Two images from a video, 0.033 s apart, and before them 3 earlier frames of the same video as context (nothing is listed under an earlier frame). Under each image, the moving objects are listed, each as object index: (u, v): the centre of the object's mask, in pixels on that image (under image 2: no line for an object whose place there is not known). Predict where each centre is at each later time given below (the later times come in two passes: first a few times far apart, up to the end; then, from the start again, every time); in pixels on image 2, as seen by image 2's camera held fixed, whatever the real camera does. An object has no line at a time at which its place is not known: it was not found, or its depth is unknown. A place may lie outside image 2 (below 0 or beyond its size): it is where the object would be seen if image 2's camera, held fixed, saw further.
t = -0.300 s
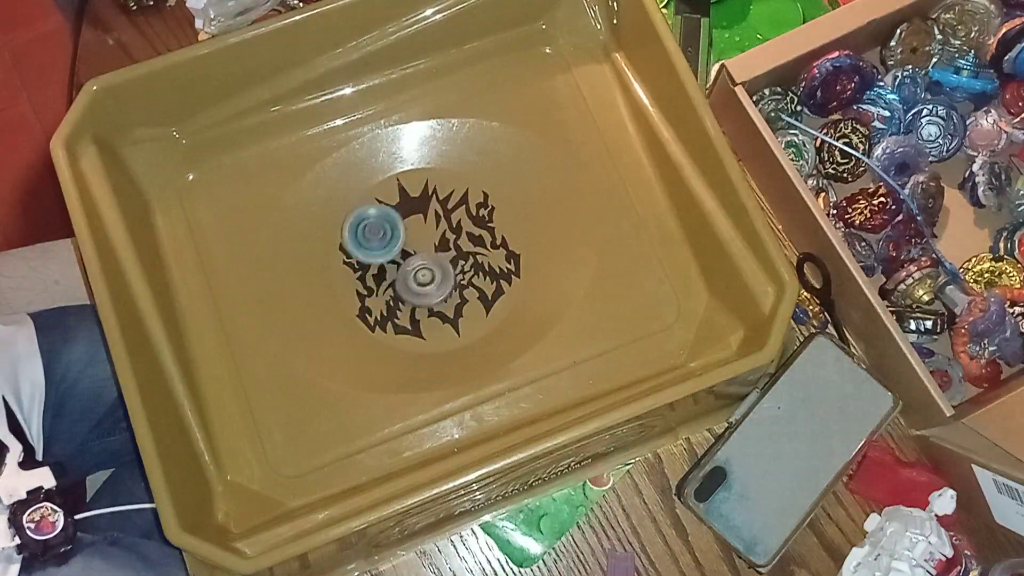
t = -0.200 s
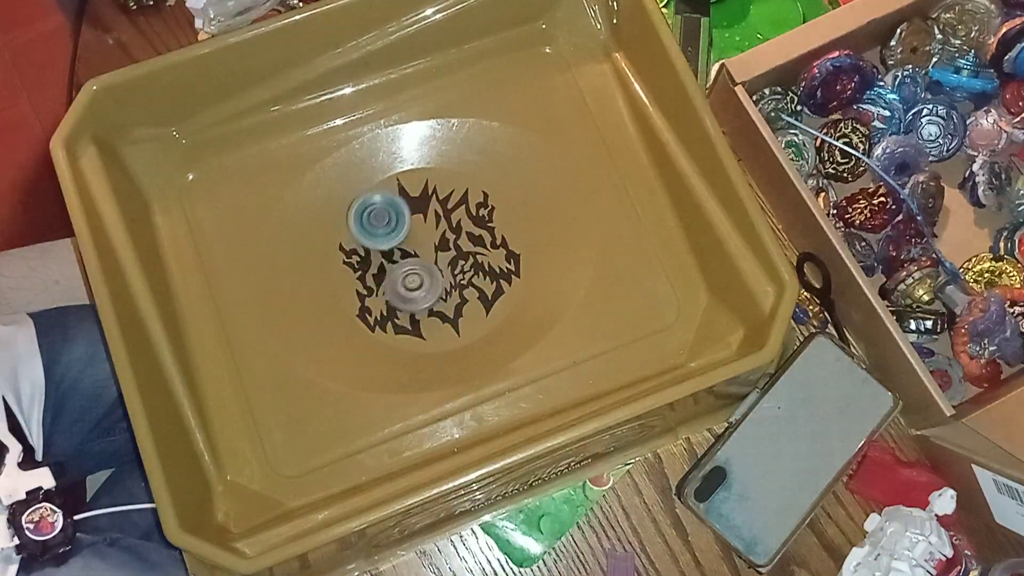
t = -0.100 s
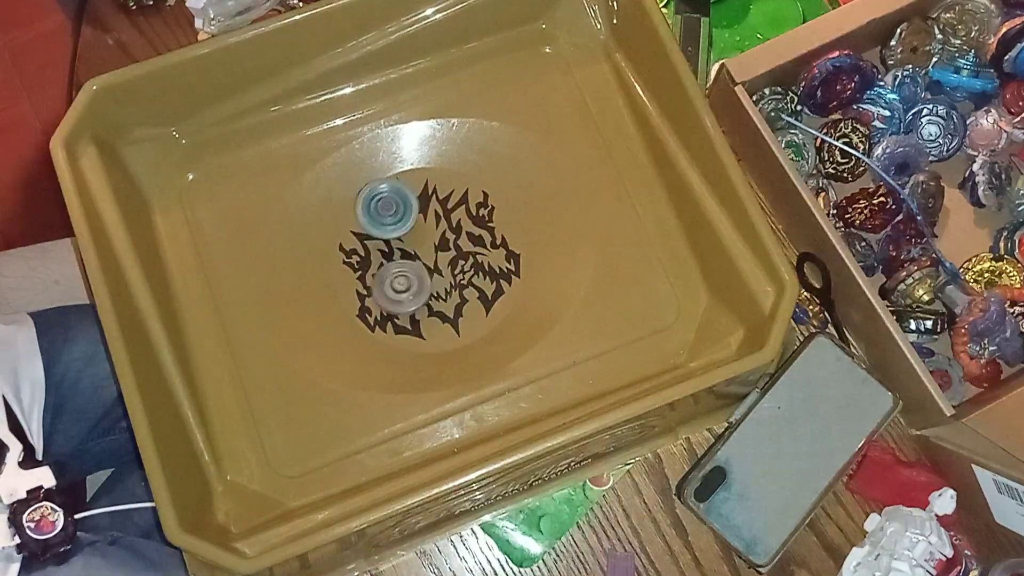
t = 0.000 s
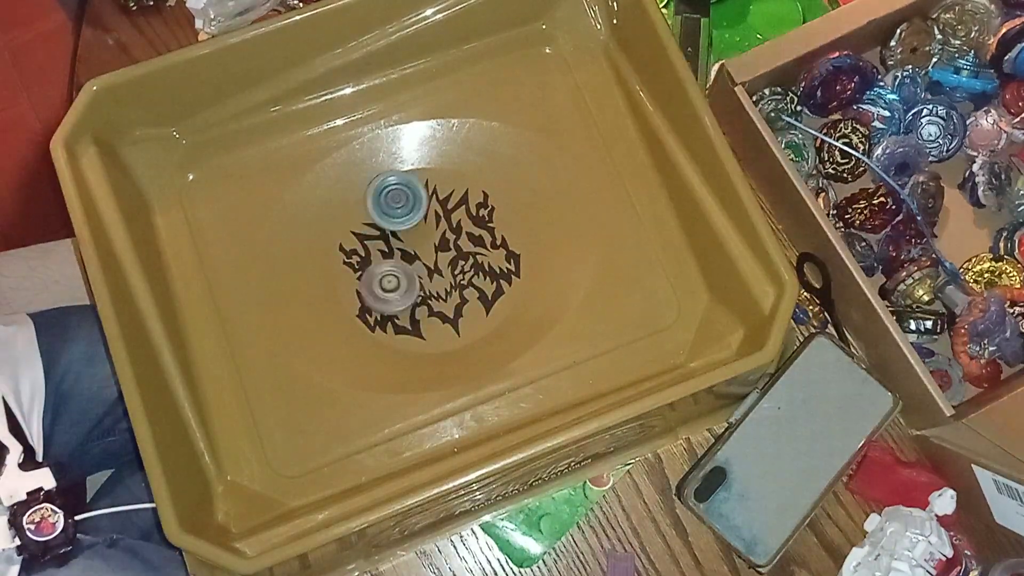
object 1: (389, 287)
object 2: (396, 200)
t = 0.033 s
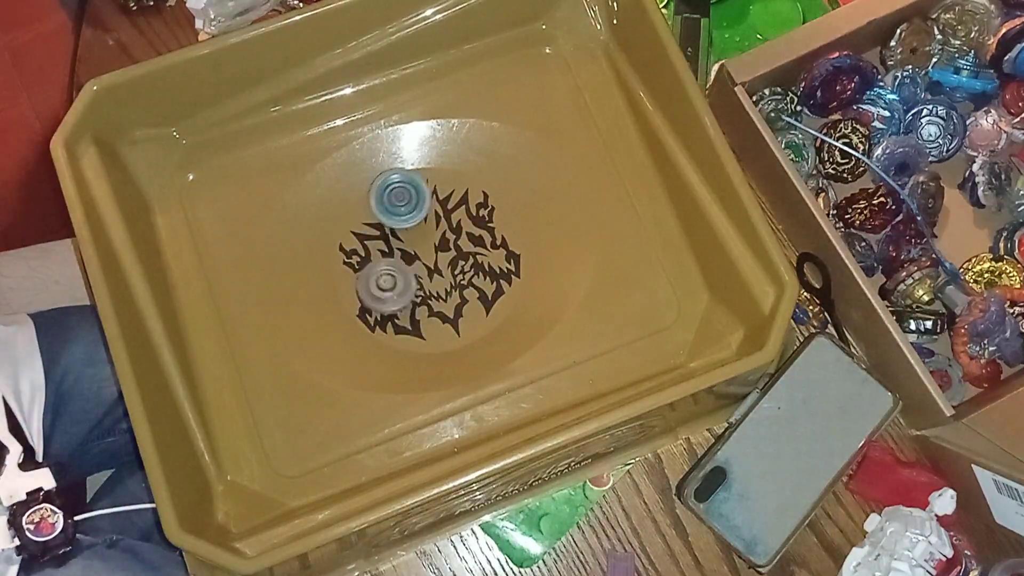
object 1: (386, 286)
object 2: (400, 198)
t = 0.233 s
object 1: (369, 274)
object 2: (421, 192)
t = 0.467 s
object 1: (366, 254)
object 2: (445, 201)
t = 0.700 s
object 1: (379, 234)
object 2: (462, 220)
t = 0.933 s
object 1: (401, 226)
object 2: (461, 249)
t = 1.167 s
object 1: (421, 231)
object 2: (442, 282)
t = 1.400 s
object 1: (435, 259)
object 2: (416, 324)
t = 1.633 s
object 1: (435, 294)
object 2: (389, 334)
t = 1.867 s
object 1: (430, 340)
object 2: (365, 293)
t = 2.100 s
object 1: (401, 322)
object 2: (319, 274)
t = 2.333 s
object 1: (359, 302)
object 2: (331, 247)
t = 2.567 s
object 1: (370, 313)
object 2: (394, 182)
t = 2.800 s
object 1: (395, 290)
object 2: (473, 179)
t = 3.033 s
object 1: (422, 290)
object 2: (538, 238)
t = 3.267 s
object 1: (441, 318)
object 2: (551, 281)
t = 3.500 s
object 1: (442, 337)
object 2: (485, 283)
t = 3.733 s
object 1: (419, 338)
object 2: (420, 285)
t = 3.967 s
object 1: (398, 315)
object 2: (372, 266)
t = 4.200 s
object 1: (363, 285)
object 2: (363, 177)
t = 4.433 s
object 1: (376, 252)
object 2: (401, 189)
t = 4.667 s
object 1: (364, 341)
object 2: (492, 178)
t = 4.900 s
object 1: (408, 325)
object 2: (514, 279)
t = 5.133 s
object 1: (401, 297)
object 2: (468, 313)
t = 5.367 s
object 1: (375, 251)
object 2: (410, 317)
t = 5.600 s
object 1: (366, 184)
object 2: (394, 303)
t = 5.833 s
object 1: (370, 196)
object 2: (392, 243)
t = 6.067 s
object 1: (354, 208)
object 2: (442, 223)
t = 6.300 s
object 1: (350, 208)
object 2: (472, 251)
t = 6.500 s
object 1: (351, 213)
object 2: (459, 281)
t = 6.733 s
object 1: (346, 230)
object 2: (423, 282)
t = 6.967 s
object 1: (339, 234)
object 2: (413, 260)
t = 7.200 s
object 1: (341, 238)
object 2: (429, 257)
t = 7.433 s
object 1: (340, 251)
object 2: (426, 278)
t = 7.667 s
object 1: (334, 258)
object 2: (403, 282)
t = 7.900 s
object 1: (338, 262)
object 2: (396, 266)
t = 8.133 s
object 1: (346, 275)
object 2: (414, 269)
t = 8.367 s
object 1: (341, 282)
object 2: (411, 299)
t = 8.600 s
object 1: (340, 282)
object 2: (394, 307)
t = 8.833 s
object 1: (354, 271)
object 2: (399, 310)
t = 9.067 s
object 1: (376, 262)
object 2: (401, 336)
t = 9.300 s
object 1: (388, 264)
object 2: (427, 323)
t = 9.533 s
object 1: (362, 264)
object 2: (423, 293)
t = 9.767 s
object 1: (346, 258)
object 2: (420, 298)
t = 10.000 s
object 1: (335, 255)
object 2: (418, 296)
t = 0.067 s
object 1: (383, 285)
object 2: (403, 197)
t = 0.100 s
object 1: (380, 283)
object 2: (406, 195)
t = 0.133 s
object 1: (377, 281)
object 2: (410, 194)
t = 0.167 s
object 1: (374, 279)
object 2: (414, 193)
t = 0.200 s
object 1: (372, 277)
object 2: (418, 192)
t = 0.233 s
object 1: (369, 274)
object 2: (421, 192)
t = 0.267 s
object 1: (368, 271)
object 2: (424, 192)
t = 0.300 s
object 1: (367, 268)
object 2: (428, 193)
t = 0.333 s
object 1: (366, 265)
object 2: (432, 194)
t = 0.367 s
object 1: (365, 262)
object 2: (435, 194)
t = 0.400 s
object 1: (365, 259)
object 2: (438, 196)
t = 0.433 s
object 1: (365, 256)
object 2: (442, 199)
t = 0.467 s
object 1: (366, 254)
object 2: (445, 201)
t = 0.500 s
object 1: (367, 250)
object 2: (448, 202)
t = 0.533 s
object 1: (368, 247)
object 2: (451, 204)
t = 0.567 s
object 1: (369, 244)
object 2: (454, 207)
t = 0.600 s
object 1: (371, 241)
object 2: (456, 210)
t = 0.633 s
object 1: (373, 238)
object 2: (458, 213)
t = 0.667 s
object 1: (376, 236)
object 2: (460, 216)
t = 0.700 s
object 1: (379, 234)
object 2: (462, 220)
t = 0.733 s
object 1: (381, 232)
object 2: (463, 224)
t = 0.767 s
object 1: (384, 230)
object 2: (463, 227)
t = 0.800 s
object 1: (388, 229)
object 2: (464, 231)
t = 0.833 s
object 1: (391, 228)
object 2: (464, 235)
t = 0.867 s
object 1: (395, 227)
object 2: (463, 240)
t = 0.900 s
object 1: (398, 227)
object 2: (462, 244)
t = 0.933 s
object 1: (401, 226)
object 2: (461, 249)
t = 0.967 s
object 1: (405, 227)
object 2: (460, 254)
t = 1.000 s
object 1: (408, 227)
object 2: (457, 259)
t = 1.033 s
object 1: (410, 227)
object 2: (455, 262)
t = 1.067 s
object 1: (413, 228)
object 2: (452, 267)
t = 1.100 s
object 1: (416, 228)
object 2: (449, 271)
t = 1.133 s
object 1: (418, 230)
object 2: (445, 275)
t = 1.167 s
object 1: (421, 231)
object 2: (442, 282)
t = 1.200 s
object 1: (425, 232)
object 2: (438, 290)
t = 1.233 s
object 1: (429, 236)
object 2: (434, 296)
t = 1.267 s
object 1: (431, 239)
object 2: (431, 303)
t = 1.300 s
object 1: (432, 242)
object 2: (427, 308)
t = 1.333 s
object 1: (432, 246)
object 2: (424, 315)
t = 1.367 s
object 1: (435, 253)
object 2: (420, 320)
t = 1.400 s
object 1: (435, 259)
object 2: (416, 324)
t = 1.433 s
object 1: (435, 264)
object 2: (413, 328)
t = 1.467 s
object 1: (434, 270)
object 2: (409, 332)
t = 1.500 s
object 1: (432, 275)
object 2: (406, 335)
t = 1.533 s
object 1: (429, 281)
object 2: (403, 335)
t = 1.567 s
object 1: (428, 285)
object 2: (402, 335)
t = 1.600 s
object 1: (430, 289)
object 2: (397, 335)
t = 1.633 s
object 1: (435, 294)
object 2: (389, 334)
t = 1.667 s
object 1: (439, 299)
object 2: (386, 330)
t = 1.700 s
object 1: (441, 307)
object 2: (384, 324)
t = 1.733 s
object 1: (442, 315)
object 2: (384, 317)
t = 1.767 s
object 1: (441, 323)
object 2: (382, 311)
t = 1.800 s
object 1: (437, 331)
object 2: (378, 305)
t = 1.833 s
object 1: (433, 338)
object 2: (372, 299)
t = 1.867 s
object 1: (430, 340)
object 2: (365, 293)
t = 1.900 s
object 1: (428, 340)
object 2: (355, 289)
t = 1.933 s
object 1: (427, 336)
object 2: (344, 286)
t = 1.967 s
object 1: (424, 332)
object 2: (336, 283)
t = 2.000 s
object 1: (421, 329)
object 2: (330, 281)
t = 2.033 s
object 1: (416, 326)
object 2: (326, 279)
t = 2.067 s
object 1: (409, 324)
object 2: (322, 277)
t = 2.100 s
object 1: (401, 322)
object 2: (319, 274)
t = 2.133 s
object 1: (395, 321)
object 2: (316, 270)
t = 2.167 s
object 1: (387, 320)
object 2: (315, 266)
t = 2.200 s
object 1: (381, 317)
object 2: (315, 261)
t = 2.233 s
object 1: (376, 315)
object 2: (317, 257)
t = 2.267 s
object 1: (371, 312)
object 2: (320, 253)
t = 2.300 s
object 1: (366, 307)
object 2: (325, 250)
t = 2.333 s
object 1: (359, 302)
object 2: (331, 247)
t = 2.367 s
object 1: (358, 310)
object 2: (334, 233)
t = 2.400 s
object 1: (358, 316)
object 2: (340, 217)
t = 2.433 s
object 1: (360, 321)
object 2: (350, 207)
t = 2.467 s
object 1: (362, 321)
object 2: (359, 202)
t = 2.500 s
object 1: (366, 319)
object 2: (371, 196)
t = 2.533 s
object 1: (368, 317)
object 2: (382, 190)
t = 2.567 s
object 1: (370, 313)
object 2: (394, 182)
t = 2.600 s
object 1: (372, 310)
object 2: (408, 174)
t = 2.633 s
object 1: (375, 305)
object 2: (423, 165)
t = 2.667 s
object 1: (380, 302)
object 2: (437, 160)
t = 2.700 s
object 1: (384, 298)
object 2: (447, 159)
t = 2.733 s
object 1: (387, 295)
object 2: (457, 164)
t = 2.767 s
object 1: (391, 292)
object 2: (465, 170)
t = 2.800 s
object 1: (395, 290)
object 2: (473, 179)
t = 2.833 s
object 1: (400, 288)
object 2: (481, 188)
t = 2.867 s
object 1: (404, 287)
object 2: (489, 197)
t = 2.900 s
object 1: (407, 286)
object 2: (499, 205)
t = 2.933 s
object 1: (411, 286)
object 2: (509, 211)
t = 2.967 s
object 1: (414, 287)
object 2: (520, 222)
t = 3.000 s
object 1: (418, 288)
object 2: (531, 231)
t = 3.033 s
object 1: (422, 290)
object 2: (538, 238)
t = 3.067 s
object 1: (426, 293)
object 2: (545, 247)
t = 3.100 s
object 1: (429, 296)
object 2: (551, 255)
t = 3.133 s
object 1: (431, 299)
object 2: (554, 262)
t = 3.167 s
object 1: (434, 303)
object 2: (555, 268)
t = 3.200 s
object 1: (437, 307)
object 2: (555, 274)
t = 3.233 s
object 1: (439, 313)
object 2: (554, 278)
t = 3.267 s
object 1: (441, 318)
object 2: (551, 281)
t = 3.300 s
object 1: (442, 322)
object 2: (546, 284)
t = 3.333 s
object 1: (442, 326)
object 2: (537, 285)
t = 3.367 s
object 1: (443, 331)
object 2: (528, 286)
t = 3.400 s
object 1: (443, 334)
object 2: (518, 286)
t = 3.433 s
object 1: (442, 337)
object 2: (506, 285)
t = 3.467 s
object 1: (442, 339)
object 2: (496, 283)
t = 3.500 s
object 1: (442, 337)
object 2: (485, 283)
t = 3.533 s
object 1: (441, 335)
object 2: (472, 285)
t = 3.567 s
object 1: (437, 338)
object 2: (460, 285)
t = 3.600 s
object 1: (434, 338)
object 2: (451, 284)
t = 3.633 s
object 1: (432, 336)
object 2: (442, 286)
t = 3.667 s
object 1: (429, 336)
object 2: (434, 287)
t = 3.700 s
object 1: (424, 338)
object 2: (427, 286)
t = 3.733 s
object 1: (419, 338)
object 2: (420, 285)
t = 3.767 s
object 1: (416, 336)
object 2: (410, 285)
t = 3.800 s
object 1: (413, 334)
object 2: (403, 284)
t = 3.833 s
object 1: (410, 331)
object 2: (395, 282)
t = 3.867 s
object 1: (406, 327)
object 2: (387, 279)
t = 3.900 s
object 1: (403, 323)
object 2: (381, 276)
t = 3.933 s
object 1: (401, 318)
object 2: (375, 273)
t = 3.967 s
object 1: (398, 315)
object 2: (372, 266)
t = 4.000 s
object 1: (390, 314)
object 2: (371, 251)
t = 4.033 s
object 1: (382, 313)
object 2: (370, 240)
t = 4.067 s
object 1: (376, 310)
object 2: (368, 227)
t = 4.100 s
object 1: (369, 305)
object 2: (367, 218)
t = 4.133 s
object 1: (364, 298)
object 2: (364, 203)
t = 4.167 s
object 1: (363, 292)
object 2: (363, 189)
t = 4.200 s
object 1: (363, 285)
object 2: (363, 177)
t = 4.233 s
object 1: (364, 280)
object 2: (364, 173)
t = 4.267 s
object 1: (365, 274)
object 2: (367, 170)
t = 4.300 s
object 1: (367, 267)
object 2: (371, 174)
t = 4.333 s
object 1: (370, 261)
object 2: (374, 177)
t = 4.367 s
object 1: (373, 256)
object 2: (380, 186)
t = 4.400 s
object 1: (378, 248)
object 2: (388, 191)
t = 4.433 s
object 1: (376, 252)
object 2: (401, 189)
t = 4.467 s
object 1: (370, 273)
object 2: (421, 175)
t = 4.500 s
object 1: (364, 288)
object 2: (441, 163)
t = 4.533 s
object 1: (358, 304)
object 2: (457, 157)
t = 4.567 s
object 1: (356, 316)
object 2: (470, 158)
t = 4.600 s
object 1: (356, 327)
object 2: (480, 162)
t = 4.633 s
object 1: (359, 335)
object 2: (486, 168)
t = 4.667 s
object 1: (364, 341)
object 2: (492, 178)
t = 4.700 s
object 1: (371, 346)
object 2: (496, 189)
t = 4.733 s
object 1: (378, 348)
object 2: (500, 202)
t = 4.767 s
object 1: (386, 347)
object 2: (503, 215)
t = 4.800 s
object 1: (391, 345)
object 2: (507, 230)
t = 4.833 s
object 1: (397, 339)
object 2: (513, 248)
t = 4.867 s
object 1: (404, 332)
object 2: (515, 266)
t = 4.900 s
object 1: (408, 325)
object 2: (514, 279)
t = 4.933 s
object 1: (410, 321)
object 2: (511, 290)
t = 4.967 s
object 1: (411, 318)
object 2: (506, 299)
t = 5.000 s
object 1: (411, 315)
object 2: (500, 305)
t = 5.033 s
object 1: (412, 312)
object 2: (491, 310)
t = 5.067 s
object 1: (411, 308)
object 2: (480, 313)
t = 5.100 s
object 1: (411, 305)
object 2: (471, 312)
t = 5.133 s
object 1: (401, 297)
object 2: (468, 313)
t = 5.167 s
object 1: (391, 289)
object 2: (464, 312)
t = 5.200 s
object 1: (384, 282)
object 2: (458, 311)
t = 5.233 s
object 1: (380, 277)
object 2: (450, 311)
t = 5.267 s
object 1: (378, 272)
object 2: (438, 308)
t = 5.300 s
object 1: (379, 270)
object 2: (427, 306)
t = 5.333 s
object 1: (378, 266)
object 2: (414, 305)
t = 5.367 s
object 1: (375, 251)
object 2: (410, 317)
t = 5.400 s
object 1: (369, 236)
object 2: (402, 327)
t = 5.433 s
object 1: (364, 220)
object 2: (398, 330)
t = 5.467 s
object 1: (362, 211)
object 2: (398, 327)
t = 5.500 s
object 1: (360, 198)
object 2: (399, 323)
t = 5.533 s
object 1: (360, 191)
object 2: (399, 318)
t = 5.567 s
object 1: (361, 186)
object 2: (396, 311)
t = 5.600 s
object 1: (366, 184)
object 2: (394, 303)
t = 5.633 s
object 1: (370, 185)
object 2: (390, 296)
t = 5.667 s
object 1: (371, 185)
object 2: (388, 286)
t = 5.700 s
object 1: (370, 188)
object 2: (387, 278)
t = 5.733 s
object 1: (370, 190)
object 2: (387, 269)
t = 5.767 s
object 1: (371, 193)
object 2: (387, 261)
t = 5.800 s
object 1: (372, 196)
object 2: (390, 252)
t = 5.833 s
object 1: (370, 196)
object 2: (392, 243)
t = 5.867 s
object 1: (367, 199)
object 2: (397, 236)
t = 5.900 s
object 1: (364, 203)
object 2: (401, 230)
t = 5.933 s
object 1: (364, 205)
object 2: (411, 228)
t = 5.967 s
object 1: (361, 205)
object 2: (418, 225)
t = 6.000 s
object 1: (358, 208)
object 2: (426, 224)
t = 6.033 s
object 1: (357, 209)
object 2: (434, 223)
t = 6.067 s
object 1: (354, 208)
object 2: (442, 223)
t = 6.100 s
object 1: (351, 208)
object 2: (449, 224)
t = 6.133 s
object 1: (350, 207)
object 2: (455, 227)
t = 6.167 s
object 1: (349, 206)
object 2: (460, 231)
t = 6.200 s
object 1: (349, 206)
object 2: (465, 235)
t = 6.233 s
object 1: (349, 207)
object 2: (469, 240)
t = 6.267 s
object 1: (350, 207)
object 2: (471, 246)
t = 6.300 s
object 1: (350, 208)
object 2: (472, 251)
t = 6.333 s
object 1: (349, 208)
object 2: (473, 257)
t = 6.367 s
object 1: (349, 208)
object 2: (472, 263)
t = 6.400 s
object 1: (350, 209)
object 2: (470, 268)
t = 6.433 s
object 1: (350, 210)
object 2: (467, 274)
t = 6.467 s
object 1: (350, 211)
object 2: (463, 277)
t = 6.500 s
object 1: (351, 213)
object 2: (459, 281)
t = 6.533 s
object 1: (352, 216)
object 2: (454, 284)
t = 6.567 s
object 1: (351, 217)
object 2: (448, 286)
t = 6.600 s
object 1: (351, 221)
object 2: (442, 287)
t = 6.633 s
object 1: (351, 224)
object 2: (437, 287)
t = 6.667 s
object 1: (349, 224)
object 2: (432, 286)
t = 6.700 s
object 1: (348, 227)
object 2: (427, 285)
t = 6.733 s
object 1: (346, 230)
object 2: (423, 282)
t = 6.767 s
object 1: (344, 231)
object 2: (419, 279)
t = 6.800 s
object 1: (343, 231)
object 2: (416, 277)
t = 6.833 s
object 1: (341, 233)
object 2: (414, 273)
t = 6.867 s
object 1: (339, 234)
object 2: (413, 269)
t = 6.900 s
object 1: (338, 233)
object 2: (412, 266)
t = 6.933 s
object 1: (338, 233)
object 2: (412, 262)
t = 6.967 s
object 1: (339, 234)
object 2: (413, 260)
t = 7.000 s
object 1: (339, 235)
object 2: (415, 257)
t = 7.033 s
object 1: (340, 237)
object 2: (417, 255)
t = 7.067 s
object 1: (339, 237)
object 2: (419, 254)
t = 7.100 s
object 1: (339, 236)
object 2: (422, 253)
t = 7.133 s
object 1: (339, 236)
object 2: (424, 253)
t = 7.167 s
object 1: (340, 237)
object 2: (427, 255)
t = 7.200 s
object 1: (341, 238)
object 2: (429, 257)
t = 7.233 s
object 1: (342, 240)
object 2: (430, 260)
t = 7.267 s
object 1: (343, 241)
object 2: (432, 263)
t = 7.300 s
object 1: (342, 243)
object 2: (431, 267)
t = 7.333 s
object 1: (343, 245)
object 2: (431, 270)
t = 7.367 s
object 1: (343, 248)
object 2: (430, 273)
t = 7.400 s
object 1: (342, 250)
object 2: (428, 275)
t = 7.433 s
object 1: (340, 251)
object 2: (426, 278)
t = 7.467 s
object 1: (339, 254)
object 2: (423, 280)
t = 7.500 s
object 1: (338, 255)
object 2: (420, 282)
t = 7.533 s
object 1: (336, 255)
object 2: (416, 283)
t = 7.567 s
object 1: (335, 256)
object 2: (412, 284)
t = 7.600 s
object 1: (335, 257)
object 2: (409, 284)
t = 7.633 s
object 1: (334, 258)
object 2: (406, 283)
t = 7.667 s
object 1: (334, 258)
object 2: (403, 282)
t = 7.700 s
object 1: (334, 258)
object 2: (400, 280)
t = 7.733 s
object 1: (335, 259)
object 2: (399, 278)
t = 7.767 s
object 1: (336, 260)
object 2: (398, 276)
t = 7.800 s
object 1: (335, 261)
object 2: (397, 273)
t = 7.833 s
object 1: (336, 261)
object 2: (396, 271)
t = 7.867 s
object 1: (337, 261)
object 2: (396, 269)
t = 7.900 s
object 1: (338, 262)
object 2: (396, 266)
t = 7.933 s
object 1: (339, 264)
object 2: (398, 264)
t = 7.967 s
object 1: (341, 265)
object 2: (399, 262)
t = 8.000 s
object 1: (343, 267)
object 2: (402, 262)
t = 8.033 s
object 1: (343, 268)
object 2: (404, 263)
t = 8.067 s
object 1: (344, 270)
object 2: (408, 264)
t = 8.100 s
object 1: (346, 273)
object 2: (412, 266)
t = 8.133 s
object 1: (346, 275)
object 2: (414, 269)
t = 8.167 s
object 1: (345, 276)
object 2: (417, 272)
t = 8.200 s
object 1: (344, 278)
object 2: (418, 276)
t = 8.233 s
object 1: (344, 281)
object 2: (418, 281)
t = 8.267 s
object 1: (342, 283)
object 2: (418, 286)
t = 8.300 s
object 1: (342, 282)
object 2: (417, 291)
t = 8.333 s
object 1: (341, 282)
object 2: (414, 295)
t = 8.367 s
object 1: (341, 282)
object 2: (411, 299)
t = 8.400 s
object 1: (343, 283)
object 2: (407, 302)
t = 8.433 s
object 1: (343, 285)
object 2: (404, 304)
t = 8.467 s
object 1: (343, 287)
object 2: (401, 305)
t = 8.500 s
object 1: (343, 287)
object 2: (397, 305)
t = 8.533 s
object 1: (343, 286)
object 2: (395, 305)
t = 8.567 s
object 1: (342, 286)
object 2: (393, 305)
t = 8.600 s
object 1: (340, 282)
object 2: (394, 307)
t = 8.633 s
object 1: (337, 278)
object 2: (396, 309)
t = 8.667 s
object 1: (338, 273)
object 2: (395, 311)
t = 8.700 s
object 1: (341, 271)
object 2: (394, 312)
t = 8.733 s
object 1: (345, 271)
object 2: (393, 310)
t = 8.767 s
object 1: (349, 272)
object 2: (395, 309)
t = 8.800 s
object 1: (352, 271)
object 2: (397, 309)
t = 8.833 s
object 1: (354, 271)
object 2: (399, 310)
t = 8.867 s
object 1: (356, 272)
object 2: (400, 311)
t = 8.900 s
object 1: (358, 272)
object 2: (399, 312)
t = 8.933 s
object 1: (362, 272)
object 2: (399, 312)
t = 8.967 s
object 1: (365, 272)
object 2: (398, 311)
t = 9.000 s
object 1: (369, 272)
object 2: (397, 314)
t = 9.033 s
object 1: (373, 266)
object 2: (398, 327)
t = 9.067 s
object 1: (376, 262)
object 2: (401, 336)
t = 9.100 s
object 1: (379, 260)
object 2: (403, 344)
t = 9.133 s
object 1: (382, 258)
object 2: (408, 346)
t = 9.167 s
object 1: (384, 258)
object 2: (412, 346)
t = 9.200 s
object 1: (385, 259)
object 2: (417, 342)
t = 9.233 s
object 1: (386, 259)
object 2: (421, 338)
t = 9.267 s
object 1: (387, 261)
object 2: (425, 331)
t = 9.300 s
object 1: (388, 264)
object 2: (427, 323)
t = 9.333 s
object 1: (387, 267)
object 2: (427, 315)
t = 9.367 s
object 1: (384, 269)
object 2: (424, 305)
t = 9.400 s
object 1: (380, 269)
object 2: (422, 297)
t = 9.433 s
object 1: (377, 269)
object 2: (421, 294)
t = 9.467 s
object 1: (372, 267)
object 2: (422, 292)
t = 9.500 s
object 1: (366, 265)
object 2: (422, 292)
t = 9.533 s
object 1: (362, 264)
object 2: (423, 293)
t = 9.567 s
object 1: (360, 264)
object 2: (423, 293)
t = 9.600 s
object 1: (357, 263)
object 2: (422, 294)
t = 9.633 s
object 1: (355, 263)
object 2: (421, 295)
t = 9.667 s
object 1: (352, 262)
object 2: (421, 296)
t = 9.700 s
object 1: (350, 261)
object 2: (421, 297)
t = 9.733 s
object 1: (348, 259)
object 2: (420, 297)
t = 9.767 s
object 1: (346, 258)
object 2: (420, 298)
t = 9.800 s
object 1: (344, 257)
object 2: (419, 298)
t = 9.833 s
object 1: (342, 257)
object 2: (419, 298)
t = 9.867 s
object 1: (341, 256)
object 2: (418, 297)
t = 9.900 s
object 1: (340, 256)
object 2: (418, 297)
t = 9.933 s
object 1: (338, 255)
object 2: (418, 297)
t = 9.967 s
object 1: (336, 255)
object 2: (418, 297)
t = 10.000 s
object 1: (335, 255)
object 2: (418, 296)
